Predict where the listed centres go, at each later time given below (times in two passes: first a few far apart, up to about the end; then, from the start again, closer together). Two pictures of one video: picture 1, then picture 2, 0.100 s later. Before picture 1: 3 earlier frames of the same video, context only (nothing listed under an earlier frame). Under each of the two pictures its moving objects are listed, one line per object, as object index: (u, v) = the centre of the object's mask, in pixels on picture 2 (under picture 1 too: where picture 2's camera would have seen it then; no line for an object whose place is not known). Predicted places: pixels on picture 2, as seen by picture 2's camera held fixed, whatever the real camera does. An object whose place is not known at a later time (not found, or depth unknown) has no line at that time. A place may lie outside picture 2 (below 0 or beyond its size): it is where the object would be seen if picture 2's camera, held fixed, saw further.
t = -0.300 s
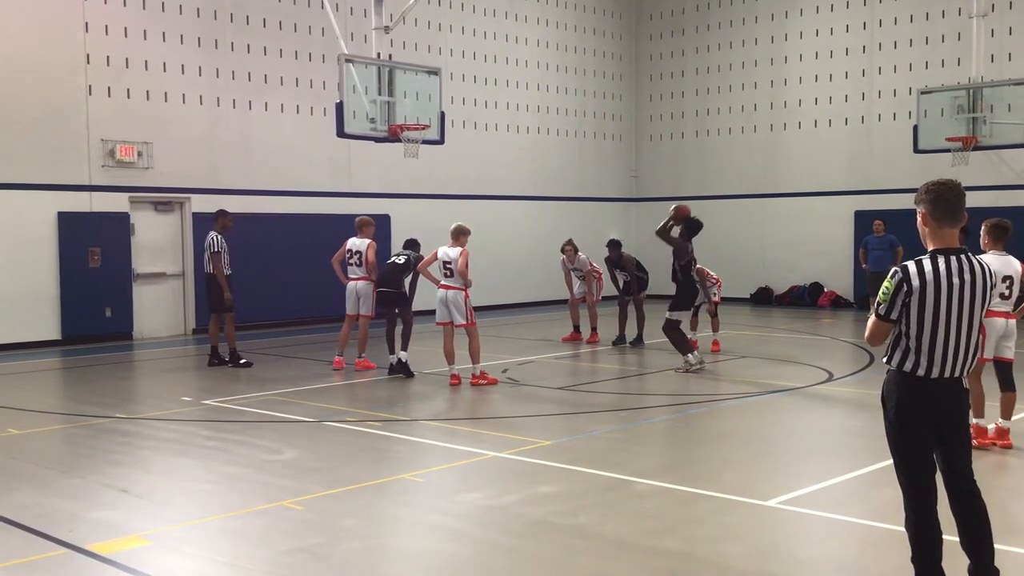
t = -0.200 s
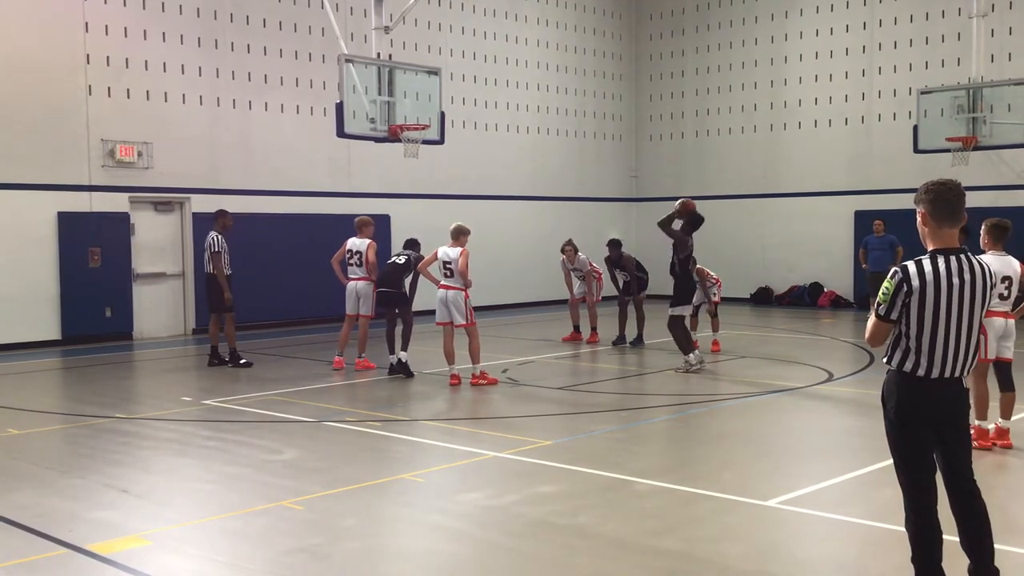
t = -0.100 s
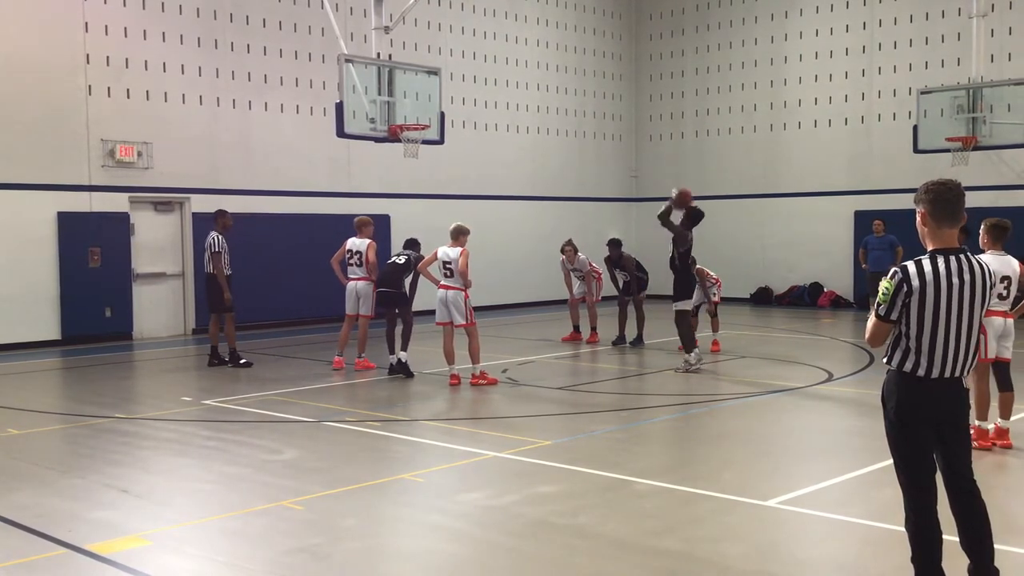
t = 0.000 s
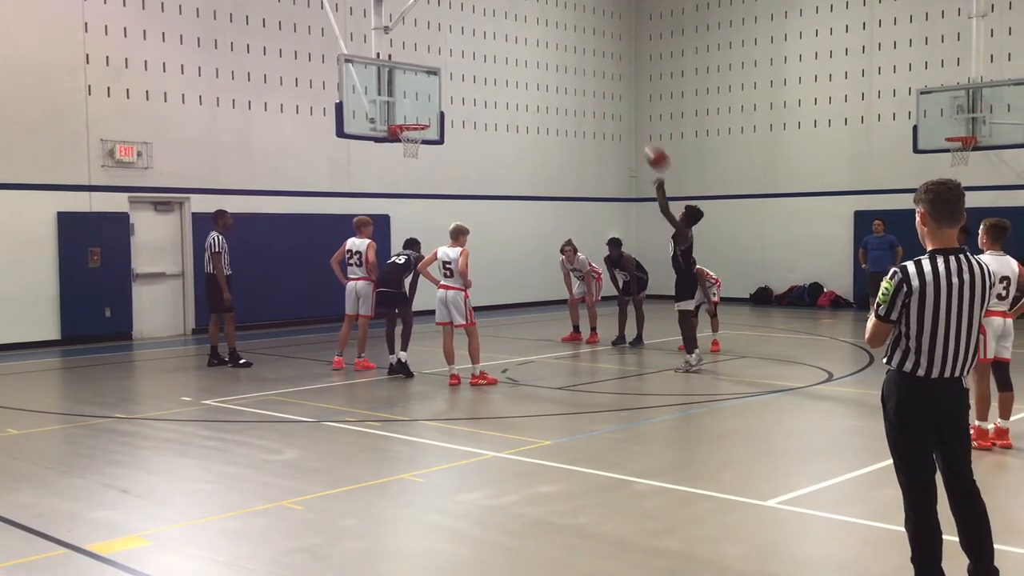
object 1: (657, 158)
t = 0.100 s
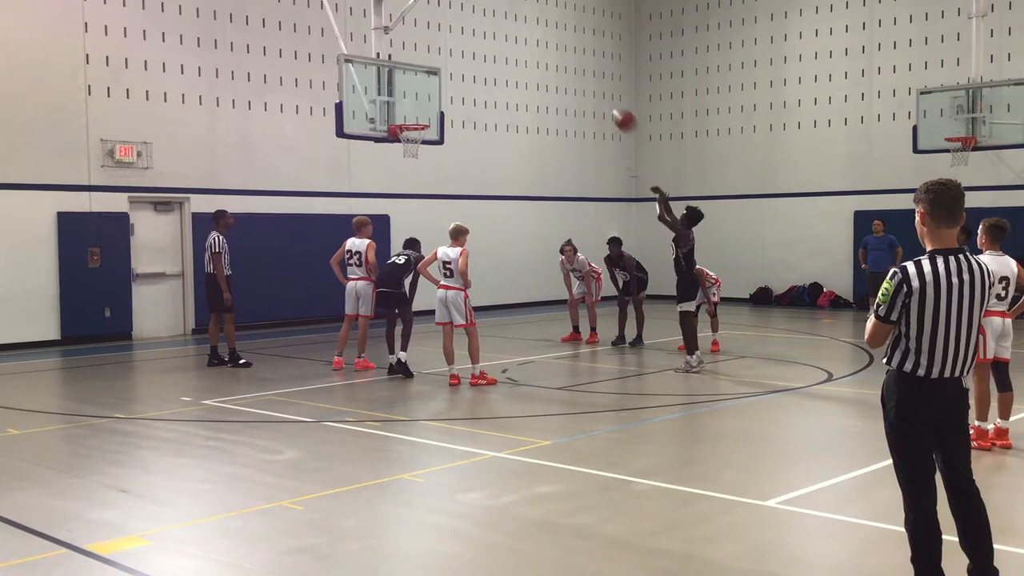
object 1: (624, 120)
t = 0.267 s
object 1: (573, 77)
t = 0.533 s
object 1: (501, 60)
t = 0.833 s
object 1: (429, 104)
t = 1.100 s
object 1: (401, 143)
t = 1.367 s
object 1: (399, 201)
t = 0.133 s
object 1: (613, 109)
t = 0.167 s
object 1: (603, 100)
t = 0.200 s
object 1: (593, 91)
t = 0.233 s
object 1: (583, 84)
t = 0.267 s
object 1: (573, 77)
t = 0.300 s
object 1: (564, 72)
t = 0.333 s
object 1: (555, 67)
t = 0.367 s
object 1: (546, 64)
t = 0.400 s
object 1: (537, 61)
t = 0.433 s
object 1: (527, 60)
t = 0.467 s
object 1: (518, 59)
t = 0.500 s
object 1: (510, 59)
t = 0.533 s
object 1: (501, 60)
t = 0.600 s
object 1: (485, 64)
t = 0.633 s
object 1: (476, 68)
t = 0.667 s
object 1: (468, 72)
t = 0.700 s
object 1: (460, 77)
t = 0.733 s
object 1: (452, 83)
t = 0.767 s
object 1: (445, 89)
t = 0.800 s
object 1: (437, 96)
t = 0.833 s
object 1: (429, 104)
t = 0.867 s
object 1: (422, 112)
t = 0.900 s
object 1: (416, 120)
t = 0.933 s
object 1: (408, 132)
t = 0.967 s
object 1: (403, 138)
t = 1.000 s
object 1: (402, 138)
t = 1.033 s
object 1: (401, 139)
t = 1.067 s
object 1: (401, 141)
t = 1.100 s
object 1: (401, 143)
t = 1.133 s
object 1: (400, 149)
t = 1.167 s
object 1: (400, 154)
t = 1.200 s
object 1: (400, 160)
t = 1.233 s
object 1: (400, 166)
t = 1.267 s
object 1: (399, 174)
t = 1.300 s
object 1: (399, 181)
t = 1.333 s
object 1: (399, 190)
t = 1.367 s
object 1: (399, 201)
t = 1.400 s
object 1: (398, 210)
